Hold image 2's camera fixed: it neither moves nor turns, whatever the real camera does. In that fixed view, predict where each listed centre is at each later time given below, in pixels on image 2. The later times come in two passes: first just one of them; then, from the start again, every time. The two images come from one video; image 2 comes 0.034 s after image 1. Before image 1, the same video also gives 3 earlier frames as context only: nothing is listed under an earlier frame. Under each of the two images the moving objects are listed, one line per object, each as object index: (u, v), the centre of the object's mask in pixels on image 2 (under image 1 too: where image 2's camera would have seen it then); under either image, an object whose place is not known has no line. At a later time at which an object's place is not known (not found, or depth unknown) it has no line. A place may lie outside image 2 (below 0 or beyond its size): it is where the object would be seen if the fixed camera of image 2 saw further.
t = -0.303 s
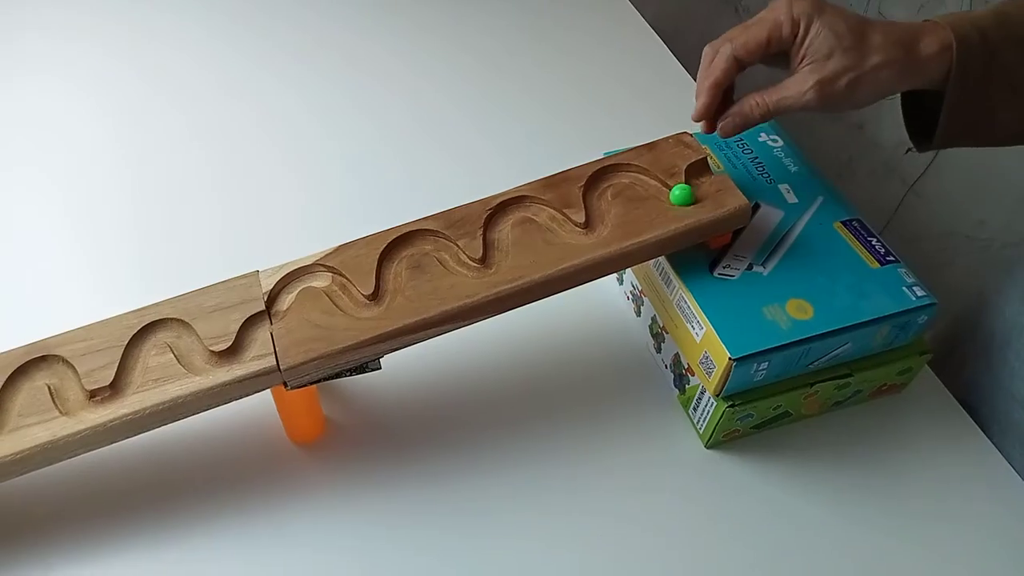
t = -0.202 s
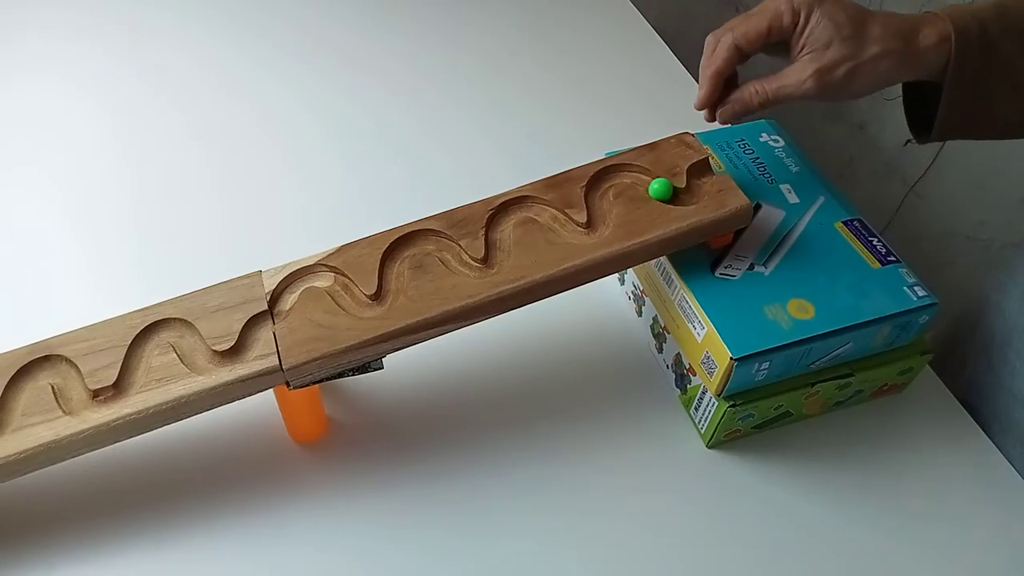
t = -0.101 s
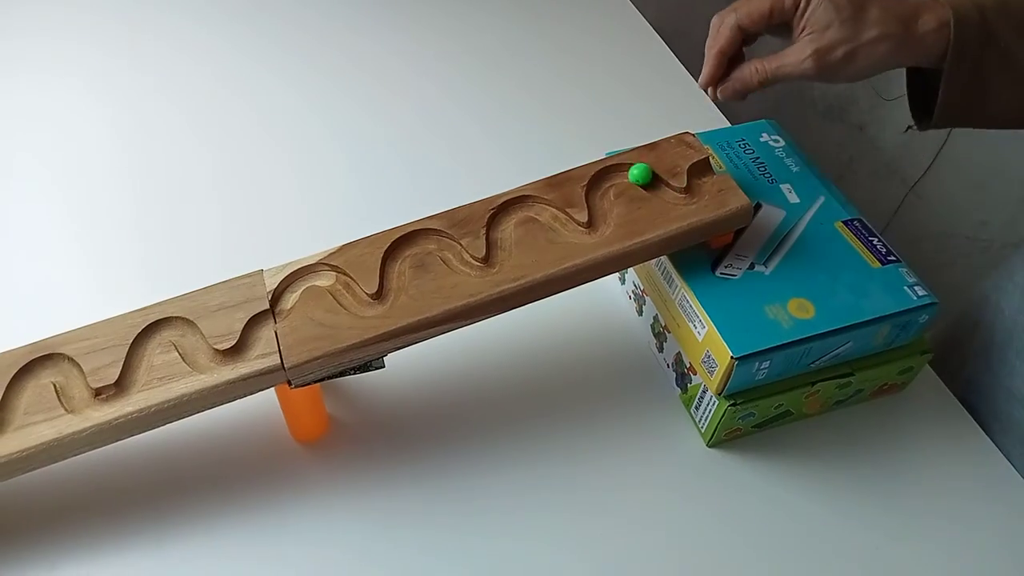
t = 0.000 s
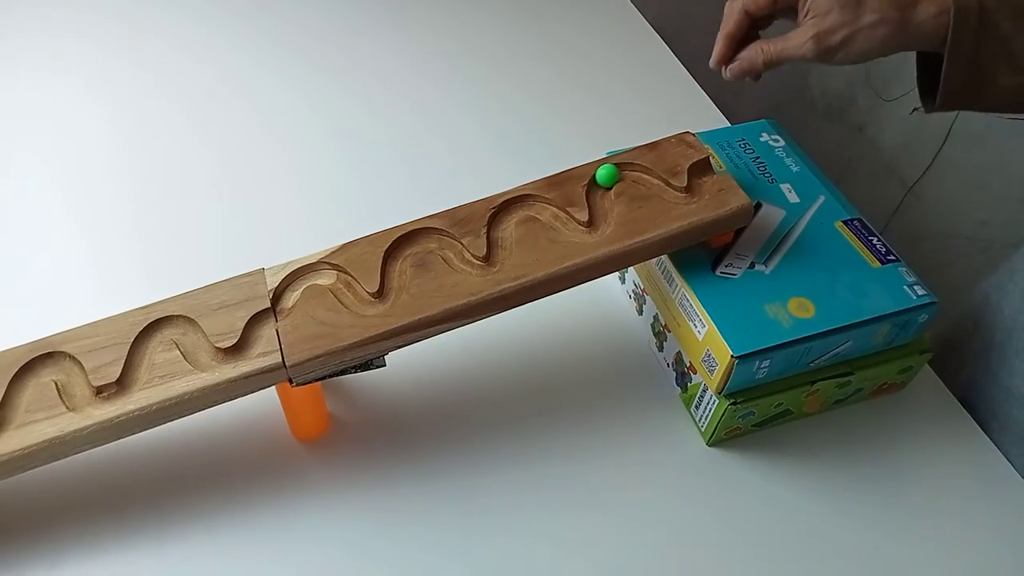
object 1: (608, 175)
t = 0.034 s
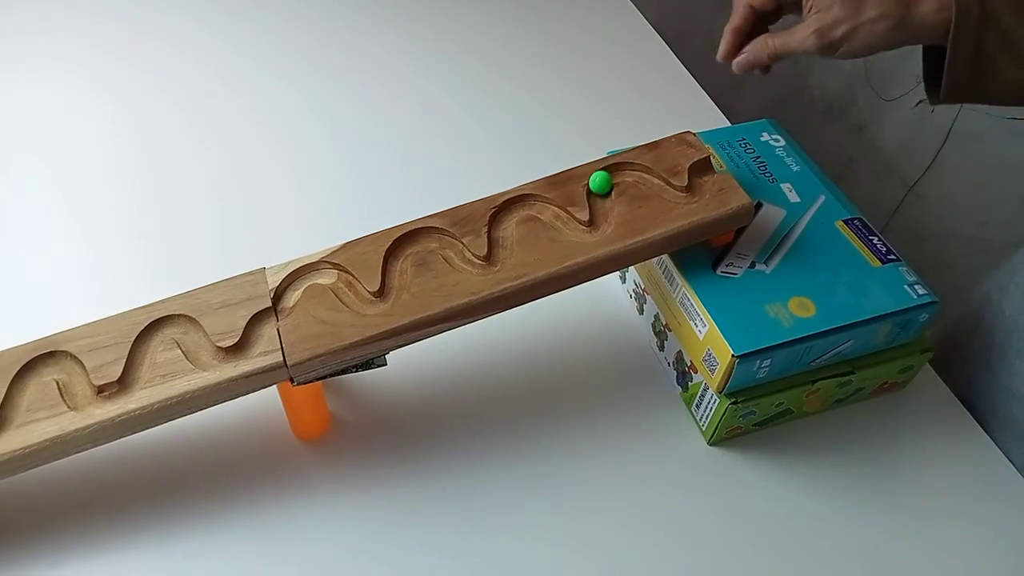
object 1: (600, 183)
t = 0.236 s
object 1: (586, 228)
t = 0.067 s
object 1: (599, 192)
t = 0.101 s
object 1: (600, 201)
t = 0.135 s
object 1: (603, 210)
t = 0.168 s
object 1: (602, 218)
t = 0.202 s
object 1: (597, 226)
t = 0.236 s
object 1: (586, 228)
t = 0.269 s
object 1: (574, 227)
